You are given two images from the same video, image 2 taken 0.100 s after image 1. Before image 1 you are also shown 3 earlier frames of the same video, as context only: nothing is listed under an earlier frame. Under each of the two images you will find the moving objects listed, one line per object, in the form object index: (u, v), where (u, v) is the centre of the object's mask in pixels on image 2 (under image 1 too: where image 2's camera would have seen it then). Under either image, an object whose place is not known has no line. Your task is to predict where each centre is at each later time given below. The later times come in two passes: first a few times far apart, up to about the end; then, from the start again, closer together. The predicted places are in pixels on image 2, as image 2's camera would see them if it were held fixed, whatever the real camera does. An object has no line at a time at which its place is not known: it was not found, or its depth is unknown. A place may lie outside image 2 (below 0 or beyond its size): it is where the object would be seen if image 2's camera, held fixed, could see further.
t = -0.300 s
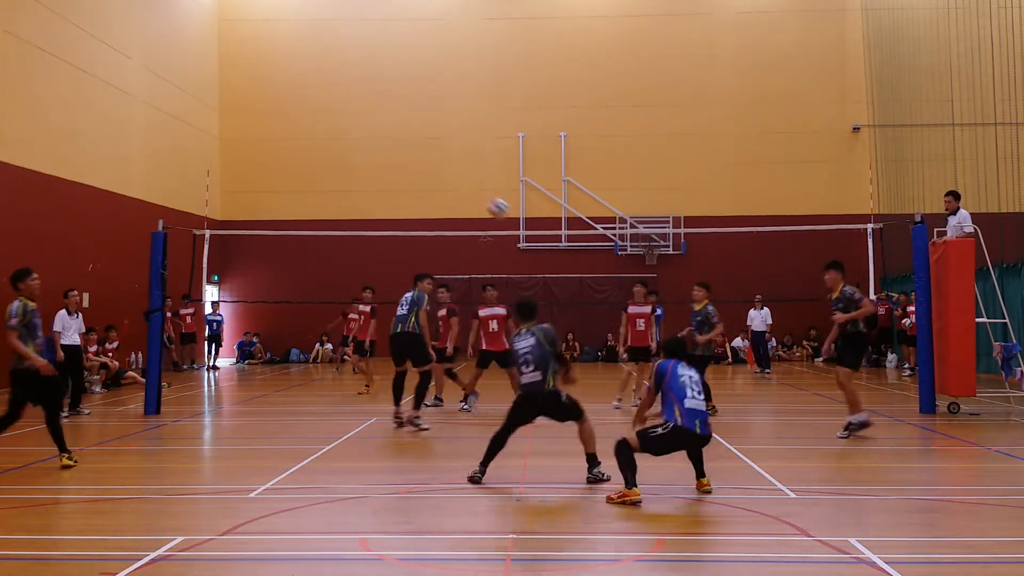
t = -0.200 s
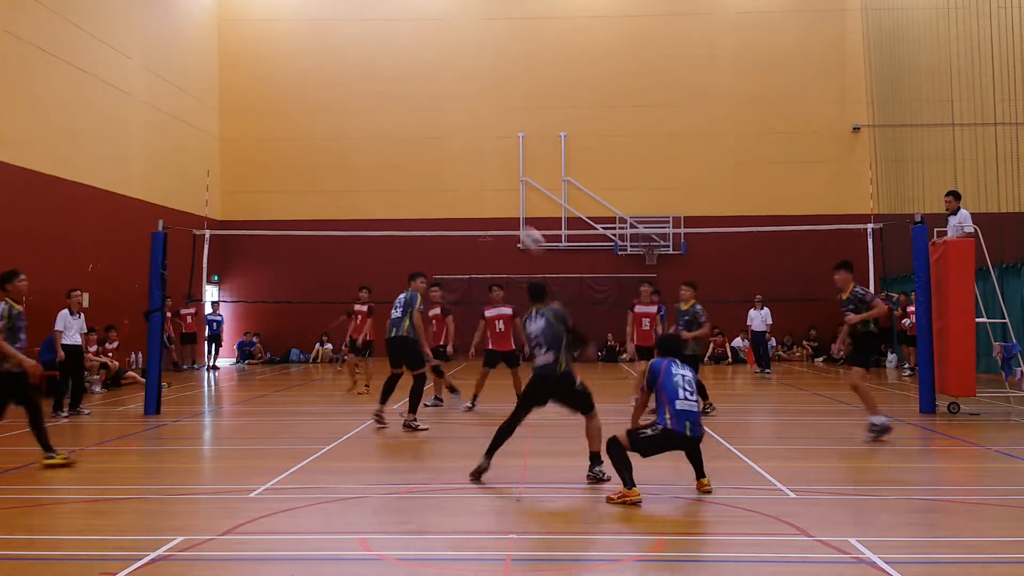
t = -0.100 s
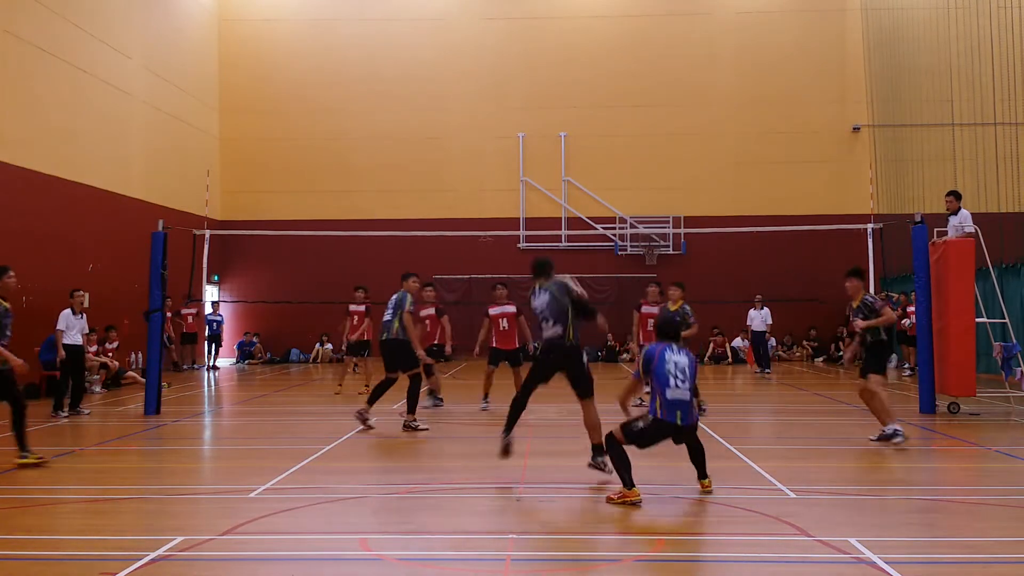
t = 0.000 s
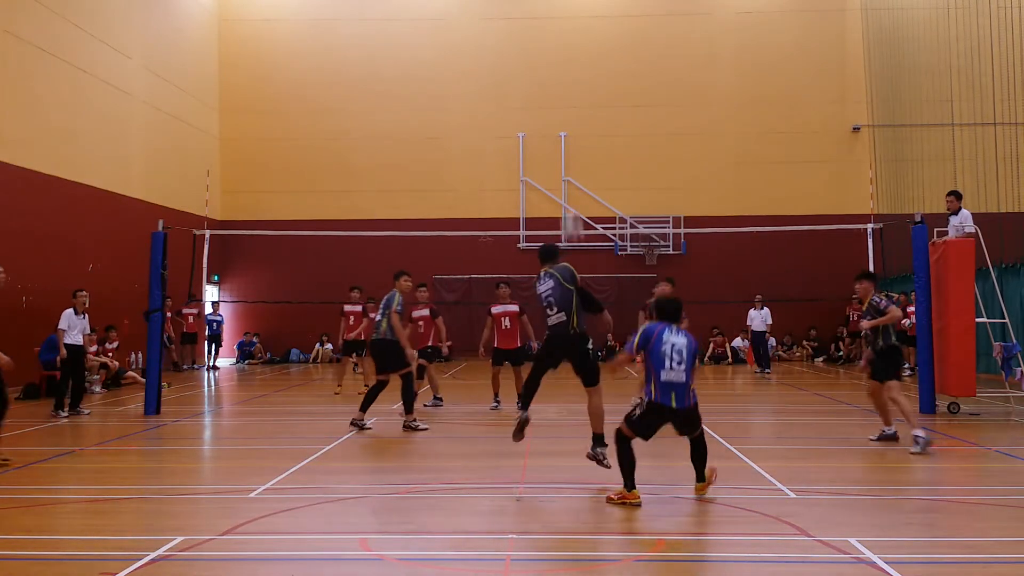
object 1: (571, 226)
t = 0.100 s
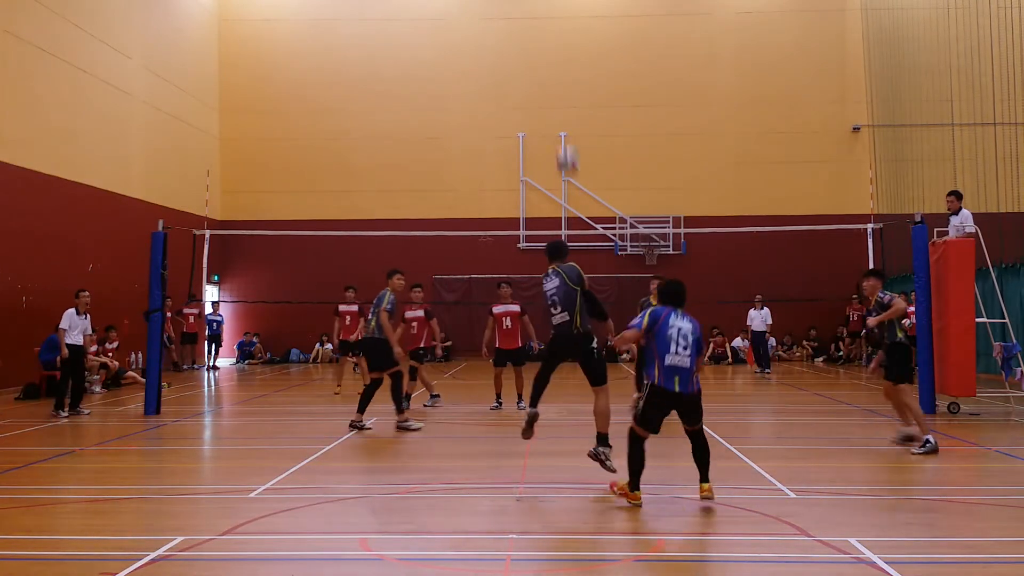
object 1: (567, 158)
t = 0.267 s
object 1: (562, 81)
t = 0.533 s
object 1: (553, 28)
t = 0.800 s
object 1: (546, 45)
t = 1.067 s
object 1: (540, 118)
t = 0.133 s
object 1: (566, 141)
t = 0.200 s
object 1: (563, 108)
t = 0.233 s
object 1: (562, 95)
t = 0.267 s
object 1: (562, 81)
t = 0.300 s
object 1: (560, 71)
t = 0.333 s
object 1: (559, 62)
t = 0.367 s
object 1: (557, 53)
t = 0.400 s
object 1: (557, 45)
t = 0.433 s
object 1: (556, 39)
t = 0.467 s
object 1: (555, 34)
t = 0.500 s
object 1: (555, 31)
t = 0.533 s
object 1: (553, 28)
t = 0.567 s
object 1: (552, 27)
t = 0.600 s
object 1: (552, 26)
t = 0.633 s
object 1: (551, 27)
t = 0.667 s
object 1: (550, 29)
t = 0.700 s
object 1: (549, 31)
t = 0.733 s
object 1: (548, 34)
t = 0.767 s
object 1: (547, 39)
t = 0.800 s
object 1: (546, 45)
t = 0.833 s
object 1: (545, 50)
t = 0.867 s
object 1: (544, 57)
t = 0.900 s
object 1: (543, 66)
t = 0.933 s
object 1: (542, 75)
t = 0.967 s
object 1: (542, 85)
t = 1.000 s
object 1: (542, 95)
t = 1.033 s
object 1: (541, 106)
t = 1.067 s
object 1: (540, 118)
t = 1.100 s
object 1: (540, 129)
